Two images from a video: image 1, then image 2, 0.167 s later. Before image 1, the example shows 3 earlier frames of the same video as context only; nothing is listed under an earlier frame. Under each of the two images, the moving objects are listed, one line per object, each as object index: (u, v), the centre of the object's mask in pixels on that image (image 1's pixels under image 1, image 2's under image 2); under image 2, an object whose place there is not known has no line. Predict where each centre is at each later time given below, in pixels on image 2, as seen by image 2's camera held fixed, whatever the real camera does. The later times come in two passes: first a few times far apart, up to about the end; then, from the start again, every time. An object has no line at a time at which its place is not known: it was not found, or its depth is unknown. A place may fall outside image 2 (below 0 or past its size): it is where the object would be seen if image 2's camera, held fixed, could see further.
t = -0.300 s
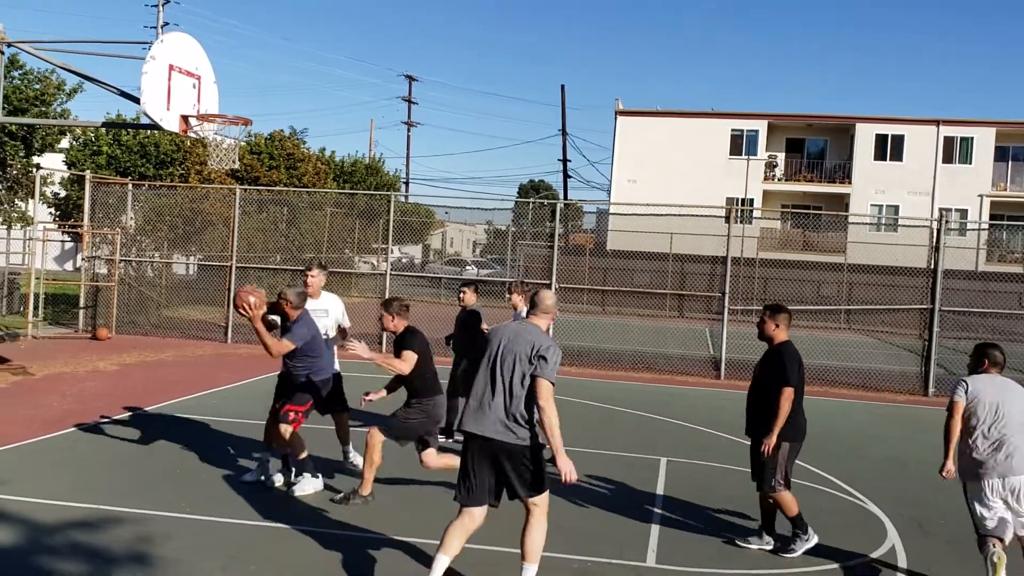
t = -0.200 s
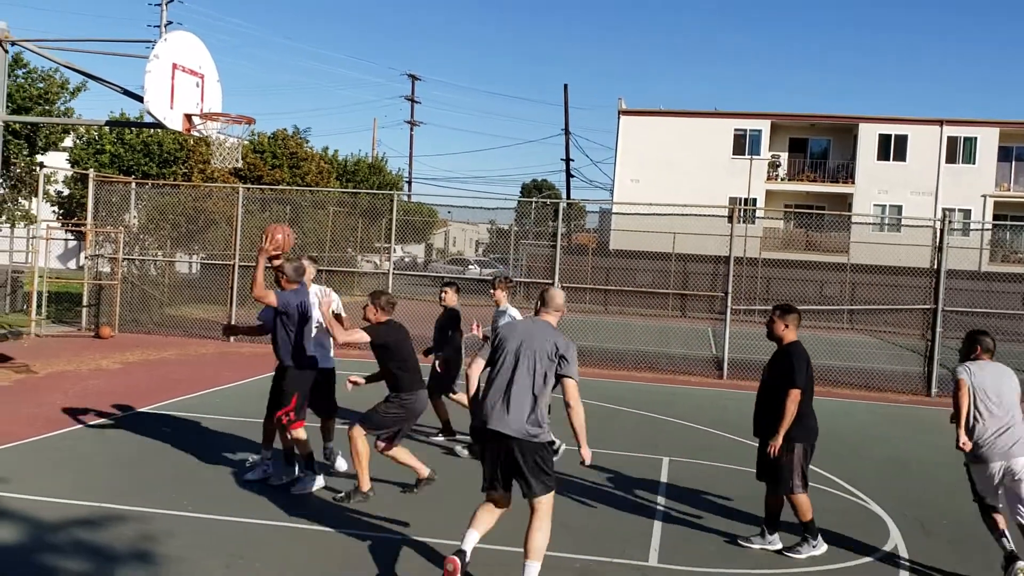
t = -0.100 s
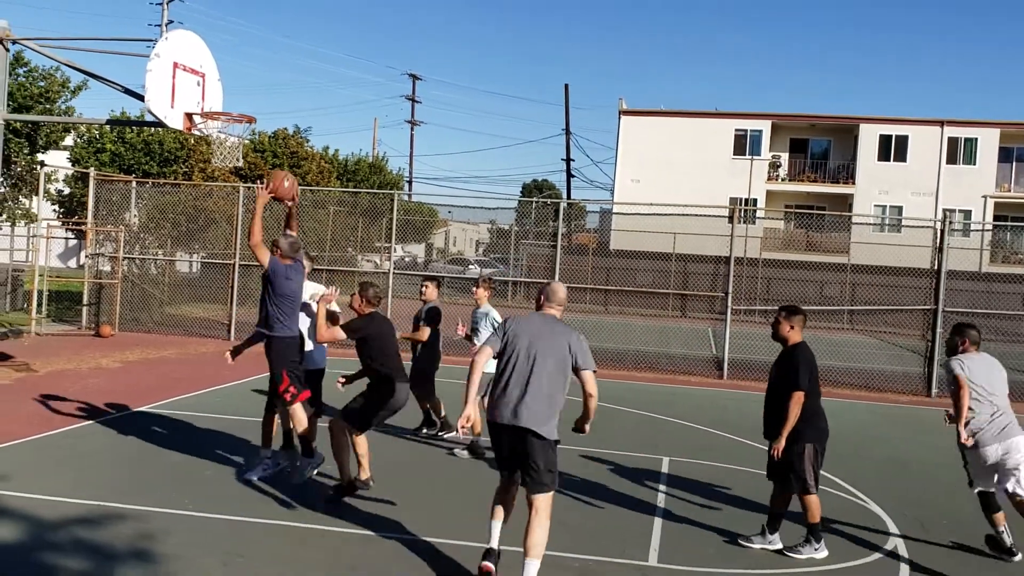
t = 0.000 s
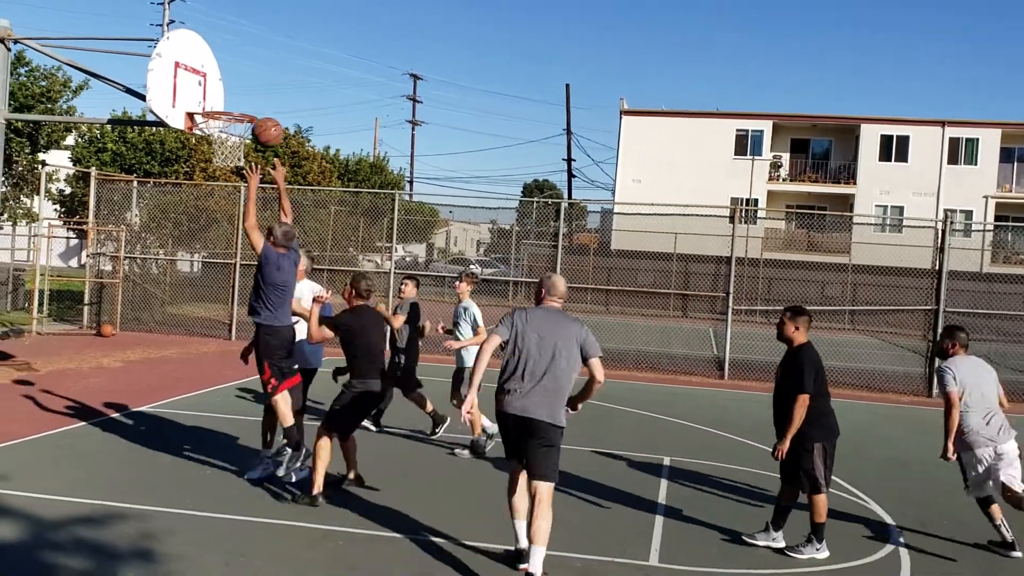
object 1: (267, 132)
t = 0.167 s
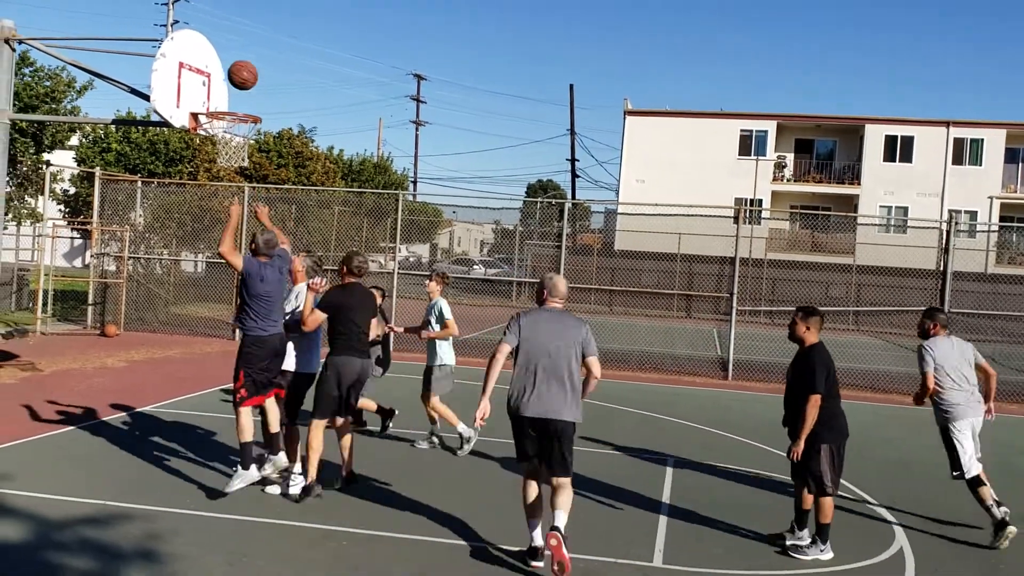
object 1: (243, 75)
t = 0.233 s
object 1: (231, 63)
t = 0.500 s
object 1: (206, 67)
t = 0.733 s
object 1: (234, 105)
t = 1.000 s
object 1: (250, 97)
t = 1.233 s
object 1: (274, 104)
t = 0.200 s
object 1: (237, 68)
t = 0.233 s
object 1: (231, 63)
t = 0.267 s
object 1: (226, 59)
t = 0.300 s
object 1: (221, 56)
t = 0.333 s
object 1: (216, 55)
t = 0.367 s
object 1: (210, 54)
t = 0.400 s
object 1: (205, 56)
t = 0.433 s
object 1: (198, 59)
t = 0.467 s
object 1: (197, 62)
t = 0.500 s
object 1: (206, 67)
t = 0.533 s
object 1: (215, 73)
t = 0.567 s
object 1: (224, 81)
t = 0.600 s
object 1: (232, 89)
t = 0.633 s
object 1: (241, 99)
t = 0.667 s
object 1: (250, 108)
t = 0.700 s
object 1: (243, 106)
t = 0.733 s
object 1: (234, 105)
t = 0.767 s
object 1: (224, 104)
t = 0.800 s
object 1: (220, 104)
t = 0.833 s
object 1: (225, 101)
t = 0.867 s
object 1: (230, 99)
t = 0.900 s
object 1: (236, 97)
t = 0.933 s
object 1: (241, 96)
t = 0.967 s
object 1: (245, 96)
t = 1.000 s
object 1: (250, 97)
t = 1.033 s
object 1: (255, 99)
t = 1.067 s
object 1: (260, 103)
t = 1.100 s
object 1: (264, 105)
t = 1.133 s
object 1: (266, 103)
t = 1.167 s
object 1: (269, 102)
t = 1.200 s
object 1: (272, 102)
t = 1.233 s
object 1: (274, 104)
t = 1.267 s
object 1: (276, 106)
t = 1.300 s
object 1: (279, 110)
